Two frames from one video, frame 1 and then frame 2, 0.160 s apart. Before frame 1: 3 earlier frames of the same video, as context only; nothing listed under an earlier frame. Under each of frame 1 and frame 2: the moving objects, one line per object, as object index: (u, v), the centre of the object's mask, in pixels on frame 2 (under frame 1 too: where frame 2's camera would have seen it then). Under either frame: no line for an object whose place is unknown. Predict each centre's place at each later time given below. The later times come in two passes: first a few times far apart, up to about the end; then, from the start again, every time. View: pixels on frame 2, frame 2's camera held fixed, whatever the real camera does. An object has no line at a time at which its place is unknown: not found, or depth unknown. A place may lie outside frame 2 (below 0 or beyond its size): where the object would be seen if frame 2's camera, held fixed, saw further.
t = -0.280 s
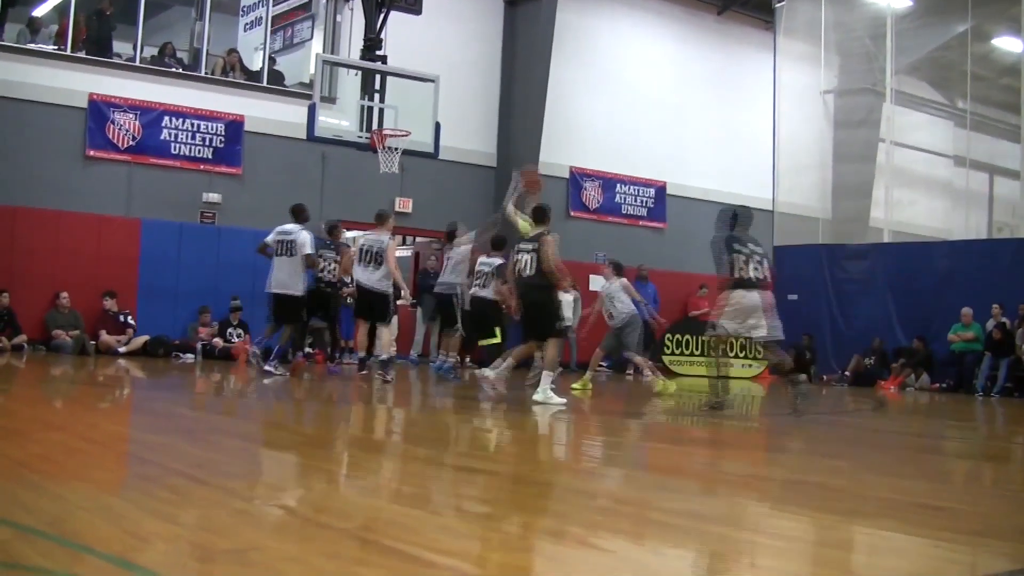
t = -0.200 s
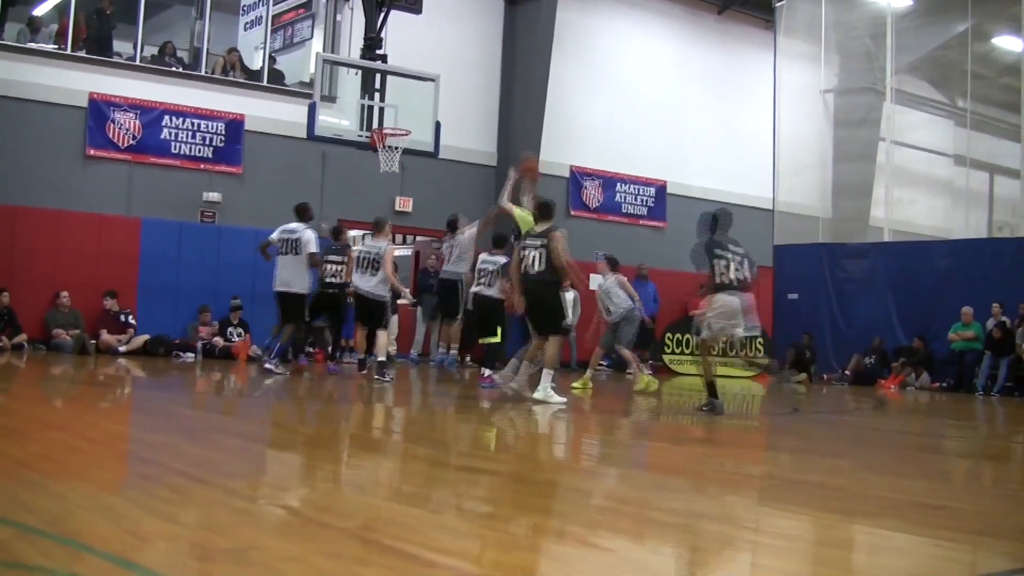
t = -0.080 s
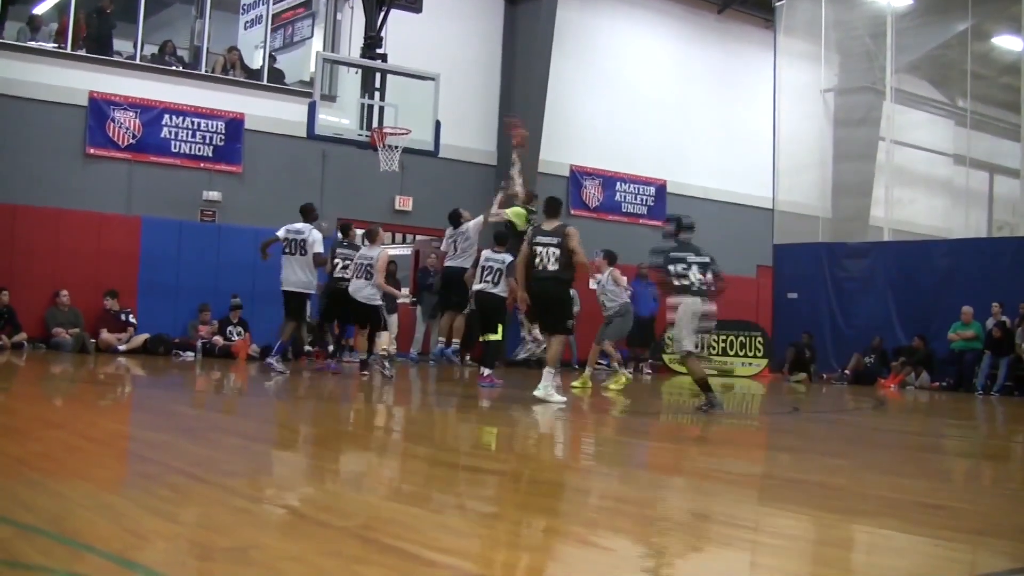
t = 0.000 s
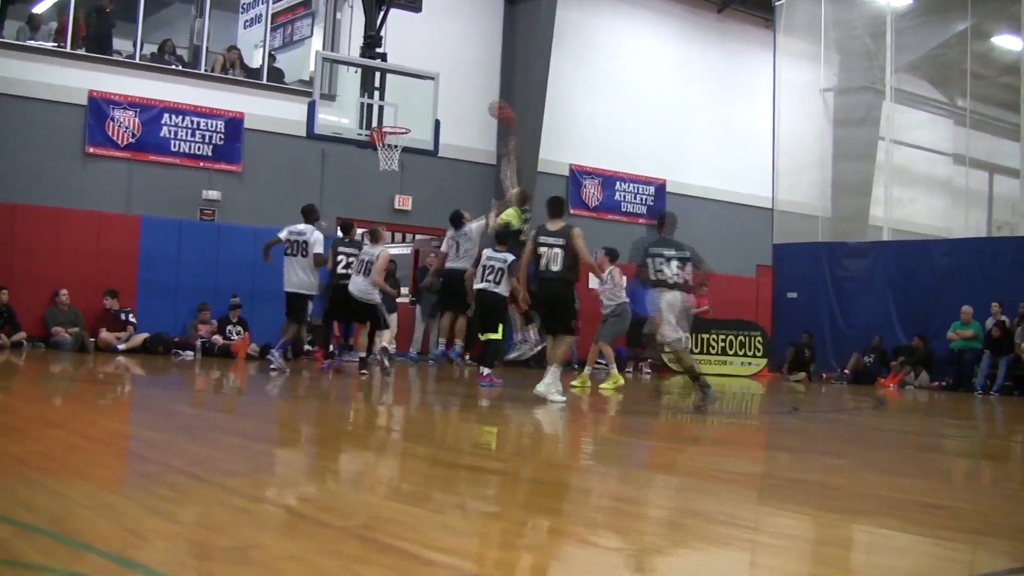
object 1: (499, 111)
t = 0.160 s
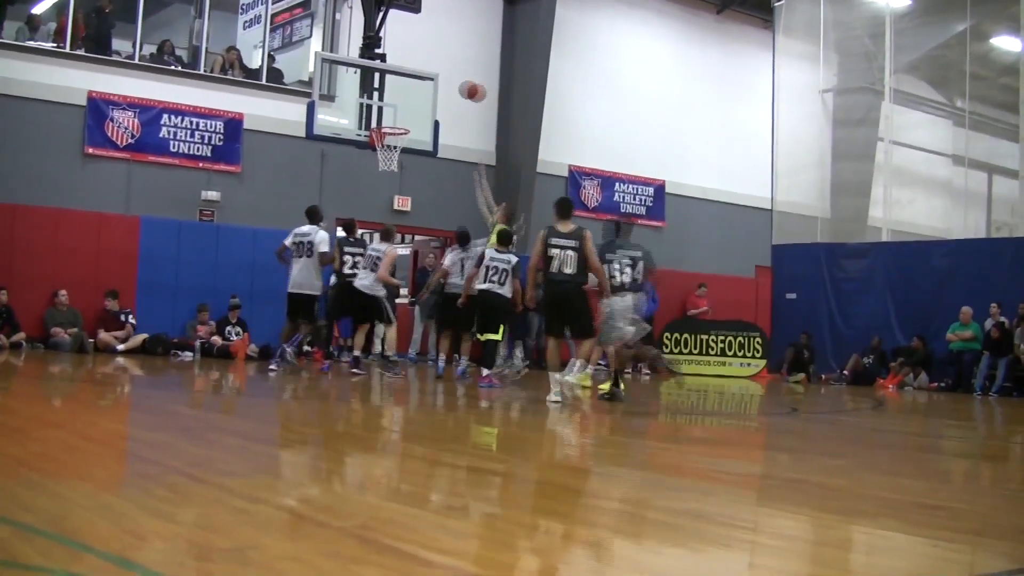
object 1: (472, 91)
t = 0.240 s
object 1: (458, 88)
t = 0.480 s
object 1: (418, 107)
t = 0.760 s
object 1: (417, 120)
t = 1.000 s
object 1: (449, 144)
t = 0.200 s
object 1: (467, 89)
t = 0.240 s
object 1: (458, 88)
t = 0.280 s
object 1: (453, 88)
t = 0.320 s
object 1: (444, 90)
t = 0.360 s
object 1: (438, 92)
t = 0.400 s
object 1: (432, 95)
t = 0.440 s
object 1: (424, 101)
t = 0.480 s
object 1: (418, 107)
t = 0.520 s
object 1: (413, 111)
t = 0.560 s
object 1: (408, 118)
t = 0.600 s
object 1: (402, 125)
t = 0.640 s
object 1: (402, 124)
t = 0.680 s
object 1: (406, 122)
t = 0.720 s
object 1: (413, 120)
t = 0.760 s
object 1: (417, 120)
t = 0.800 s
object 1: (422, 121)
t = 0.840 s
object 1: (428, 124)
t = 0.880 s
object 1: (433, 126)
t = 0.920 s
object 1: (440, 133)
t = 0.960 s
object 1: (446, 139)
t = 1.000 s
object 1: (449, 144)
